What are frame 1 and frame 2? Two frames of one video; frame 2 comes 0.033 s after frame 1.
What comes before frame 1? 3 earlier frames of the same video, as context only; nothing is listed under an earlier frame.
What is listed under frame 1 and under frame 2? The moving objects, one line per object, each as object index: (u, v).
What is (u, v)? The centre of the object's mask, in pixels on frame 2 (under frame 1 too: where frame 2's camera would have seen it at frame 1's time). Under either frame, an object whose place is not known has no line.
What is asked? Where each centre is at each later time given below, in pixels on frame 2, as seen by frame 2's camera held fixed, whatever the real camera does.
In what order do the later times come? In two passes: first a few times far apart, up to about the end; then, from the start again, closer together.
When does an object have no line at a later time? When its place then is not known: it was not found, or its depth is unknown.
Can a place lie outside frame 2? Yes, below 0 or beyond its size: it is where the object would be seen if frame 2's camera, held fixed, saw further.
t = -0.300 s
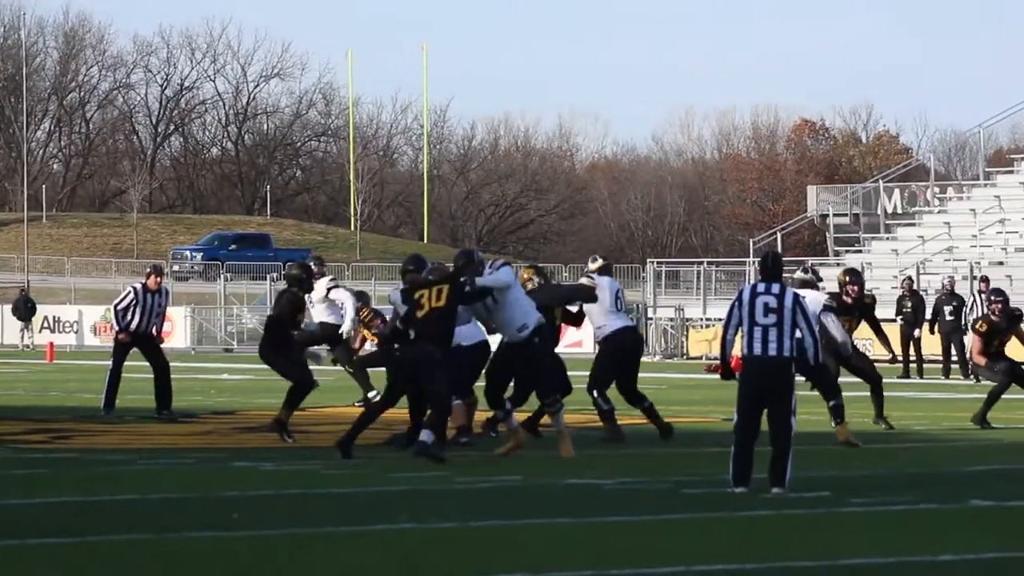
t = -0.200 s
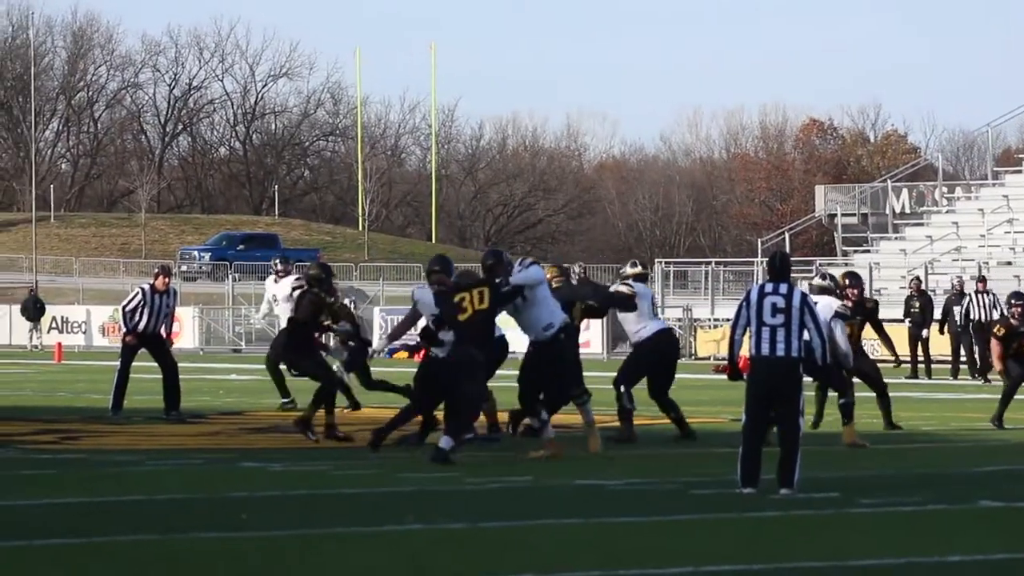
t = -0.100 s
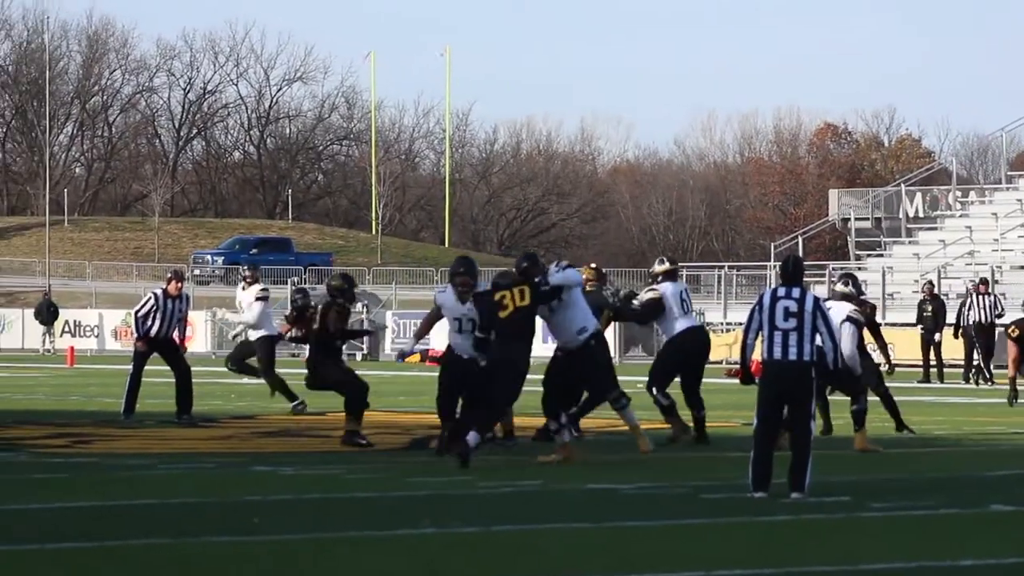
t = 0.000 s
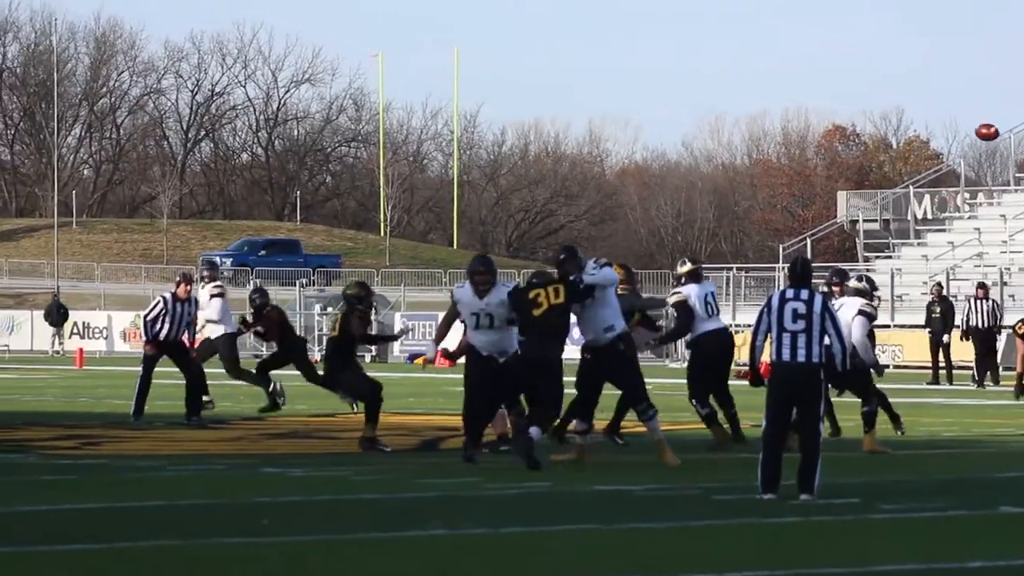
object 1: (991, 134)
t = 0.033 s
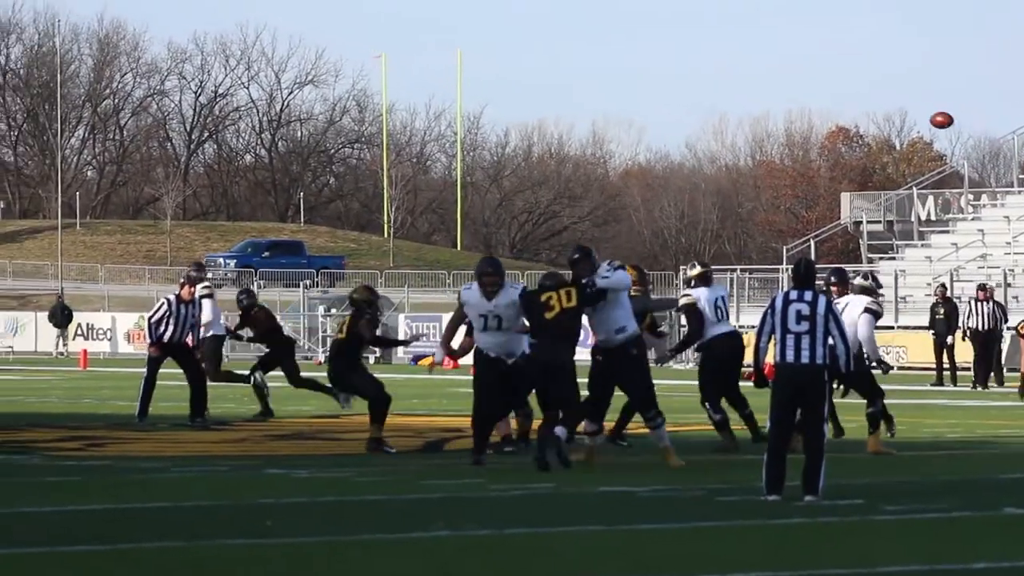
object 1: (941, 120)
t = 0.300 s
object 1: (583, 68)
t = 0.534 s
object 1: (320, 81)
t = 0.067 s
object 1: (894, 109)
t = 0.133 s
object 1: (802, 90)
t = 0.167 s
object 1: (757, 84)
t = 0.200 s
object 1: (710, 78)
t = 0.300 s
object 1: (583, 68)
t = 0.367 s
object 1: (505, 67)
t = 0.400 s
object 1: (469, 67)
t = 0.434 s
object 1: (431, 69)
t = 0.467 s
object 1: (393, 72)
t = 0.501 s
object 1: (357, 76)
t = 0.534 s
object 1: (320, 81)
